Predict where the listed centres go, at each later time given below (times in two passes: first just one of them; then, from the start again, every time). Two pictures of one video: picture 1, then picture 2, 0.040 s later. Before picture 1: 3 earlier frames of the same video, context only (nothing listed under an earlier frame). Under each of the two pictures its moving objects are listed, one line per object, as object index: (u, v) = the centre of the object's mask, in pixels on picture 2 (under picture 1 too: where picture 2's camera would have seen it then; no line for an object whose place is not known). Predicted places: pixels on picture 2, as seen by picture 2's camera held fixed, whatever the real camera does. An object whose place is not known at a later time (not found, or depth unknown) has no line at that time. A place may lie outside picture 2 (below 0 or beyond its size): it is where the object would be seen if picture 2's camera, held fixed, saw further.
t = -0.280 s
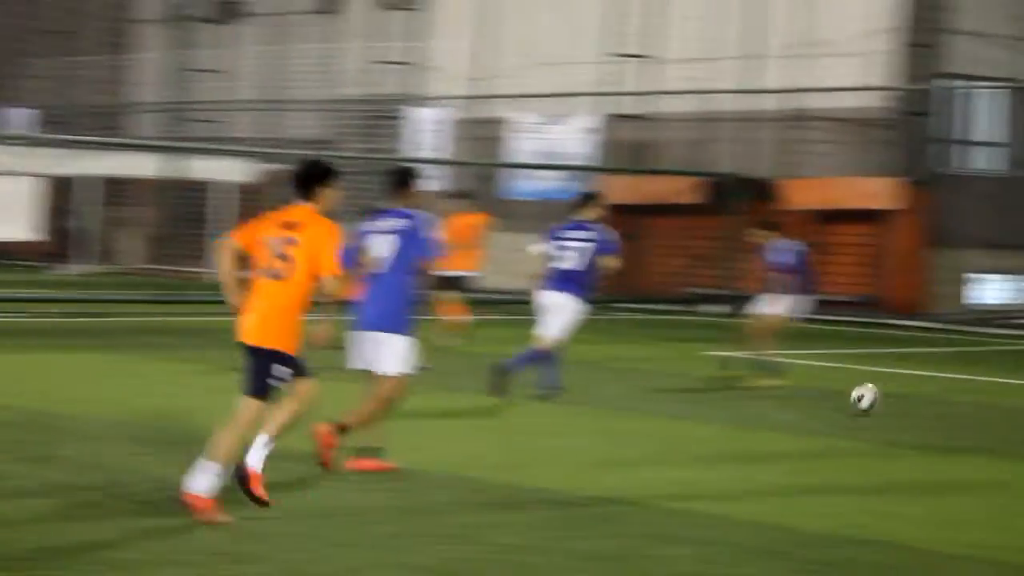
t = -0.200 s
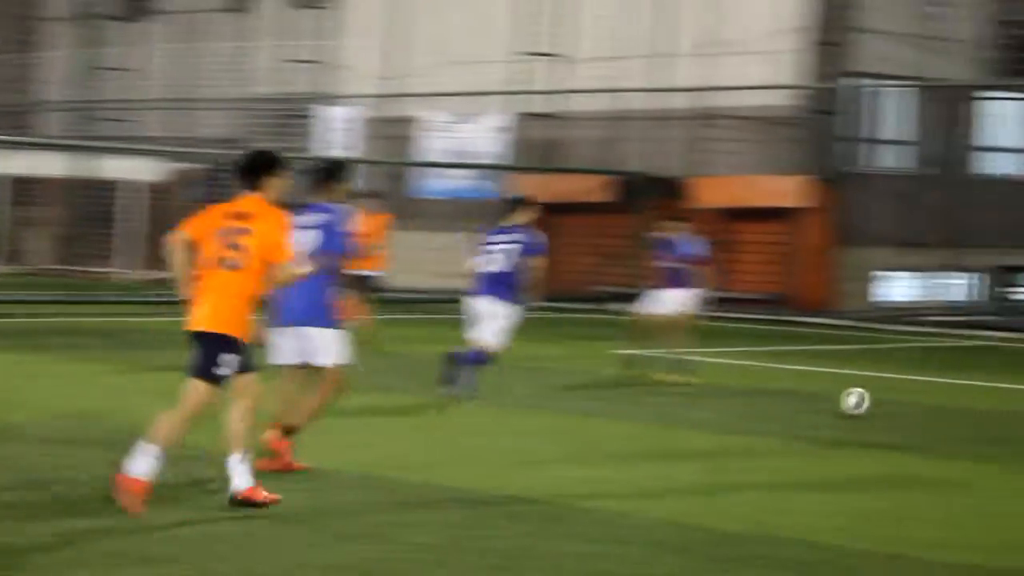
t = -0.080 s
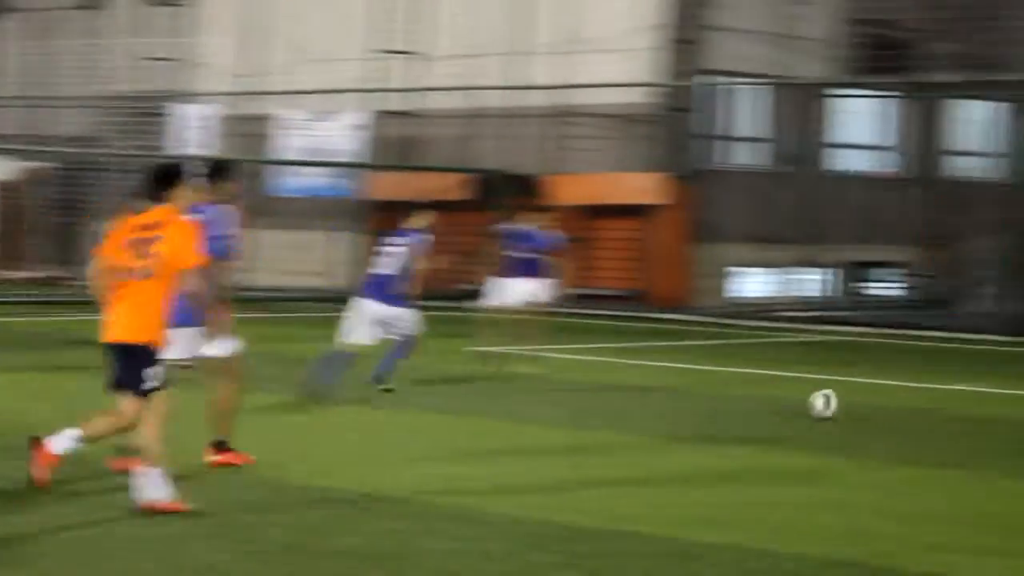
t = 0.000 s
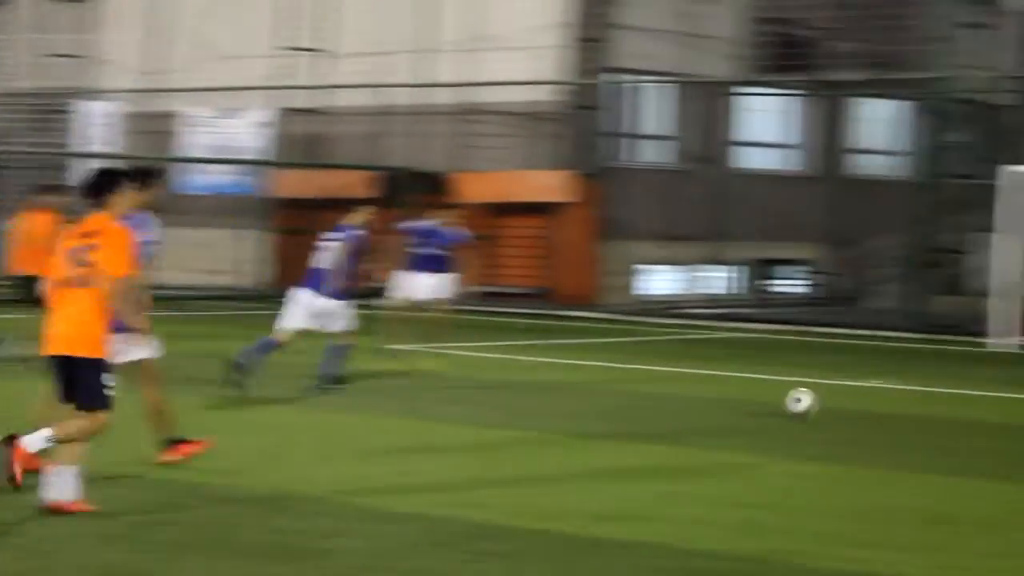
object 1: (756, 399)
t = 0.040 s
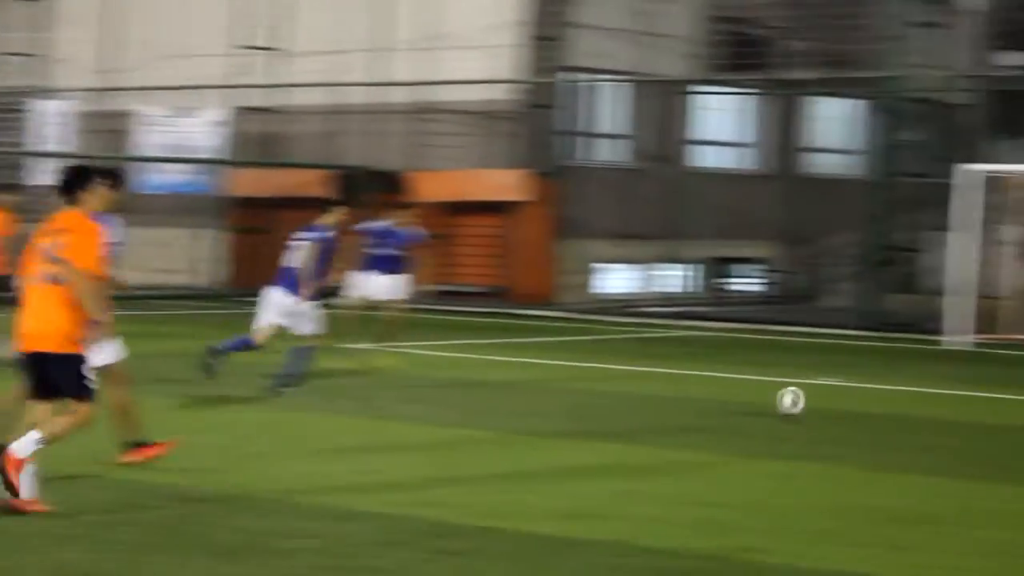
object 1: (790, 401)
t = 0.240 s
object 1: (965, 414)
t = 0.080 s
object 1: (826, 404)
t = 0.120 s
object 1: (861, 409)
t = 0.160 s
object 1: (895, 409)
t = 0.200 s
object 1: (930, 410)
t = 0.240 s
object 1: (965, 414)
